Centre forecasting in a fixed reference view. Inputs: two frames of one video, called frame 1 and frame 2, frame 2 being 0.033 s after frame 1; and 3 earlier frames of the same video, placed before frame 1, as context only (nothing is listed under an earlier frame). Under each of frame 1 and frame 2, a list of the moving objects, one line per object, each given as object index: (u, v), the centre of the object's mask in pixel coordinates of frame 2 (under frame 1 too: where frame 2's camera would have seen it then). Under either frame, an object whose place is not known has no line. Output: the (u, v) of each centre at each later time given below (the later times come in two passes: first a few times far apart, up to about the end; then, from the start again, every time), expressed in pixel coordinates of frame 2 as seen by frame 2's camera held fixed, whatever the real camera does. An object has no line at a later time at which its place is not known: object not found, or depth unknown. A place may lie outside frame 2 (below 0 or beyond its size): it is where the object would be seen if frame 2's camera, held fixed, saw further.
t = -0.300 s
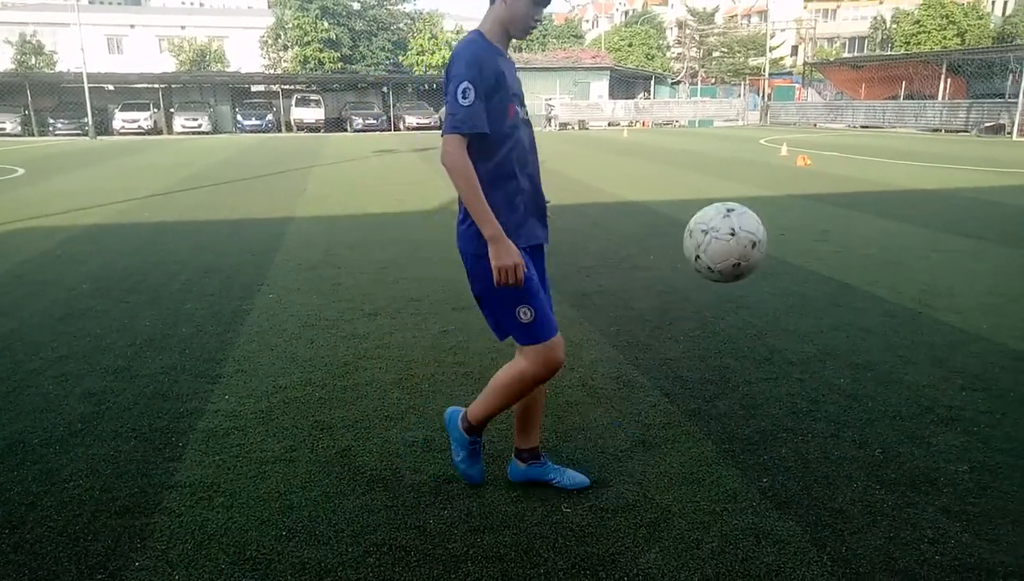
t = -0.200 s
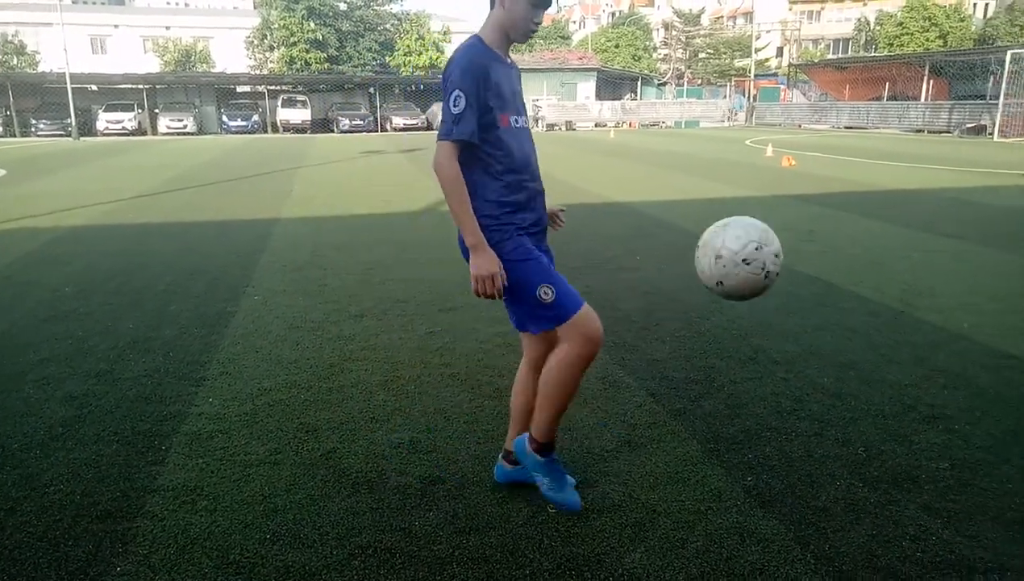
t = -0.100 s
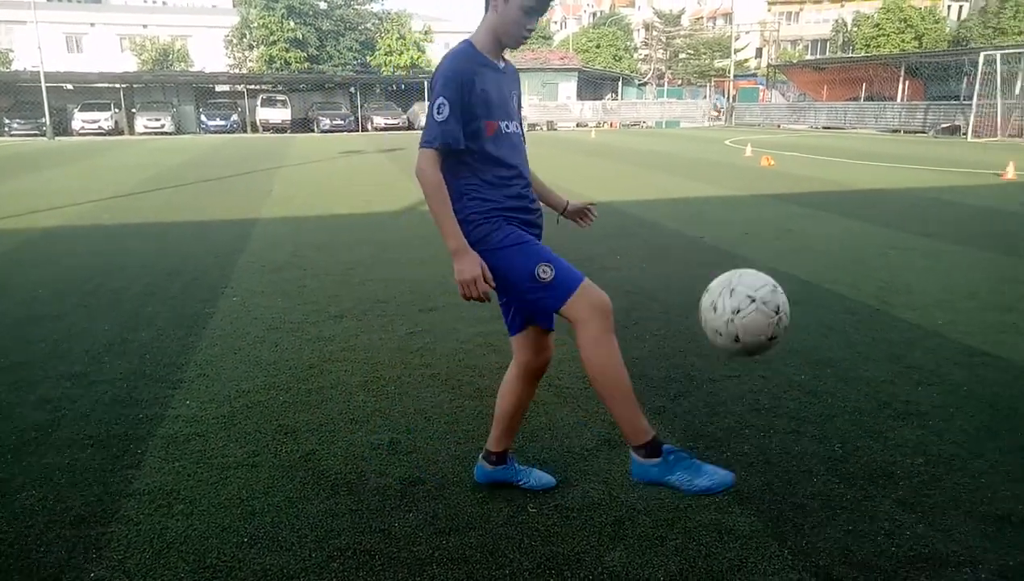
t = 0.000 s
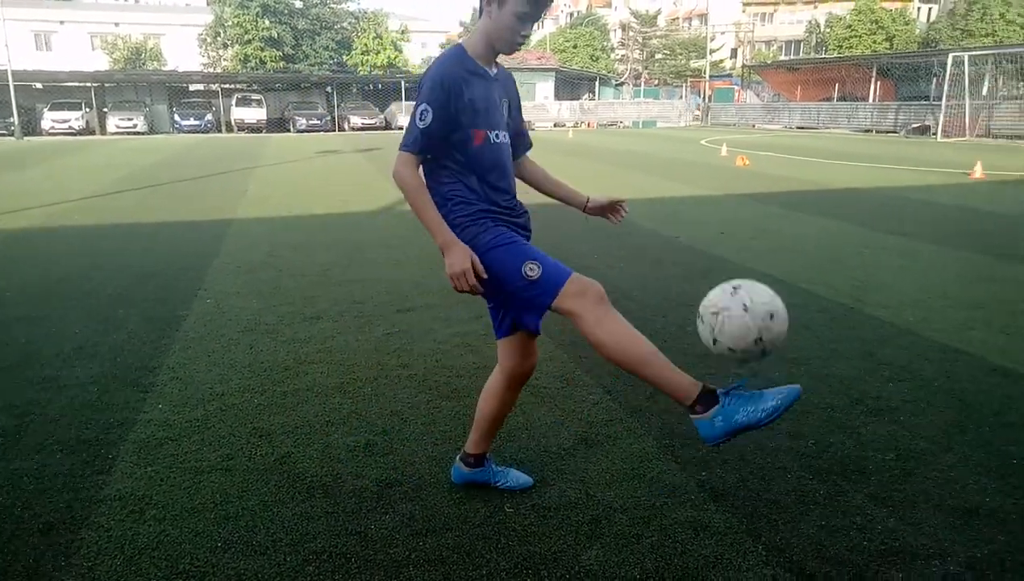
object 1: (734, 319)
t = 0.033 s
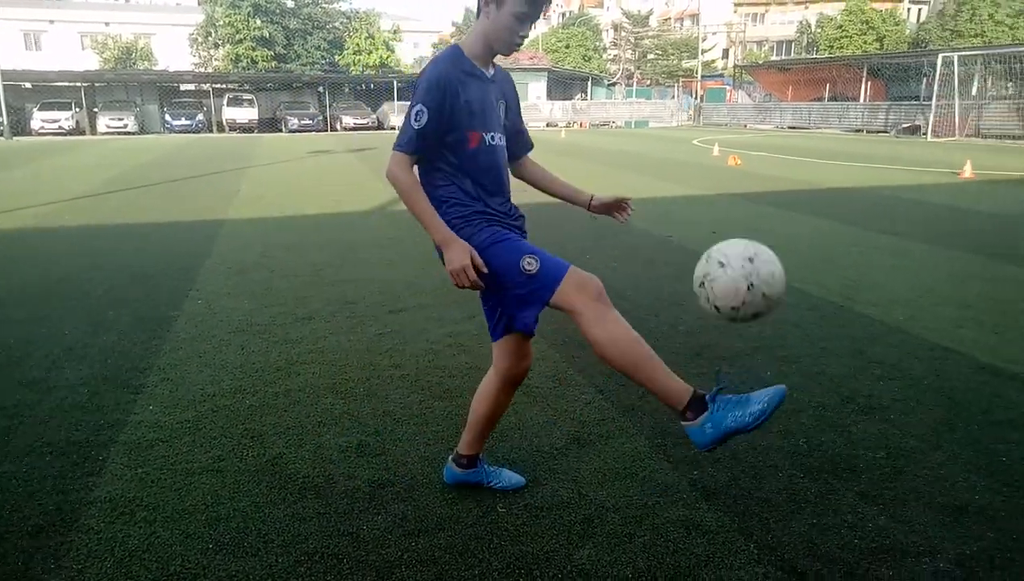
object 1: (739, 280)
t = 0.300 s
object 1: (769, 87)
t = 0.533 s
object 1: (776, 141)
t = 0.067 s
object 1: (745, 244)
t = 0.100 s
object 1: (749, 210)
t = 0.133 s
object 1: (754, 180)
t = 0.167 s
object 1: (757, 154)
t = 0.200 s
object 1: (760, 130)
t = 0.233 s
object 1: (764, 111)
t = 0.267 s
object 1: (765, 97)
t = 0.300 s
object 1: (769, 87)
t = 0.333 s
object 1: (769, 82)
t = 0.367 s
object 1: (771, 80)
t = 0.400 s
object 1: (772, 83)
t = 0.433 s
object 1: (774, 91)
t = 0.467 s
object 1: (775, 103)
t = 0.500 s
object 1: (776, 120)
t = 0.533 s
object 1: (776, 141)
